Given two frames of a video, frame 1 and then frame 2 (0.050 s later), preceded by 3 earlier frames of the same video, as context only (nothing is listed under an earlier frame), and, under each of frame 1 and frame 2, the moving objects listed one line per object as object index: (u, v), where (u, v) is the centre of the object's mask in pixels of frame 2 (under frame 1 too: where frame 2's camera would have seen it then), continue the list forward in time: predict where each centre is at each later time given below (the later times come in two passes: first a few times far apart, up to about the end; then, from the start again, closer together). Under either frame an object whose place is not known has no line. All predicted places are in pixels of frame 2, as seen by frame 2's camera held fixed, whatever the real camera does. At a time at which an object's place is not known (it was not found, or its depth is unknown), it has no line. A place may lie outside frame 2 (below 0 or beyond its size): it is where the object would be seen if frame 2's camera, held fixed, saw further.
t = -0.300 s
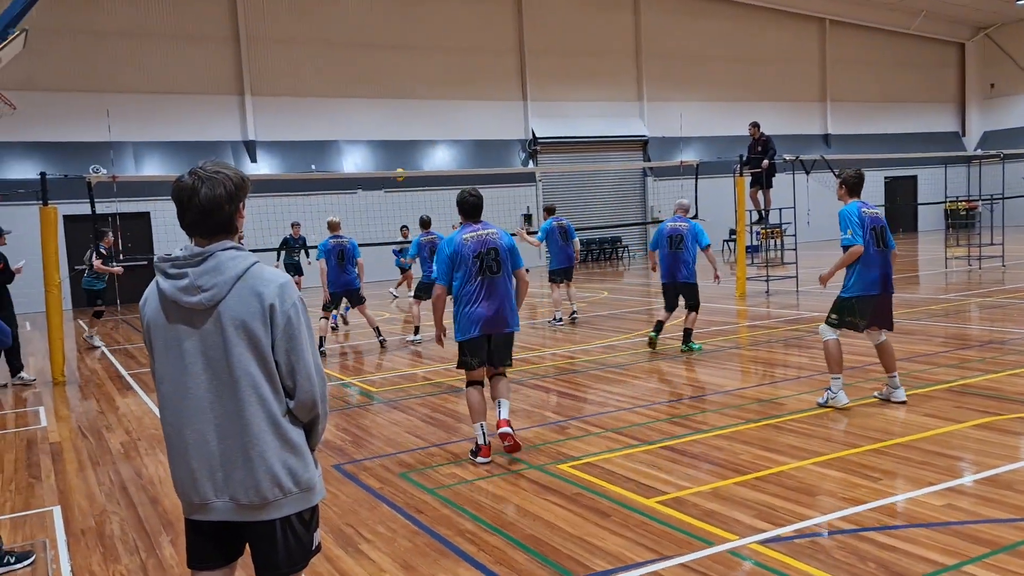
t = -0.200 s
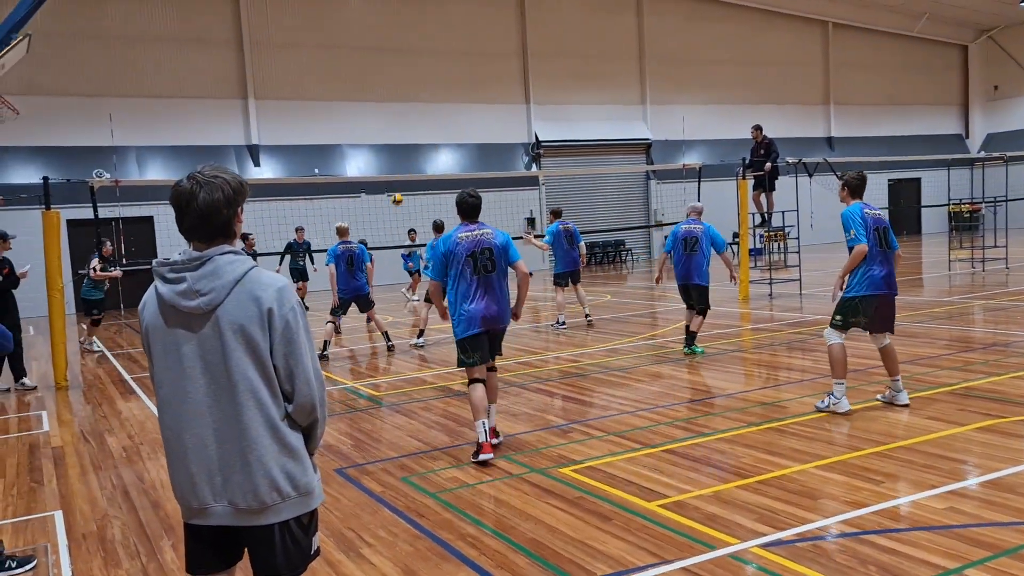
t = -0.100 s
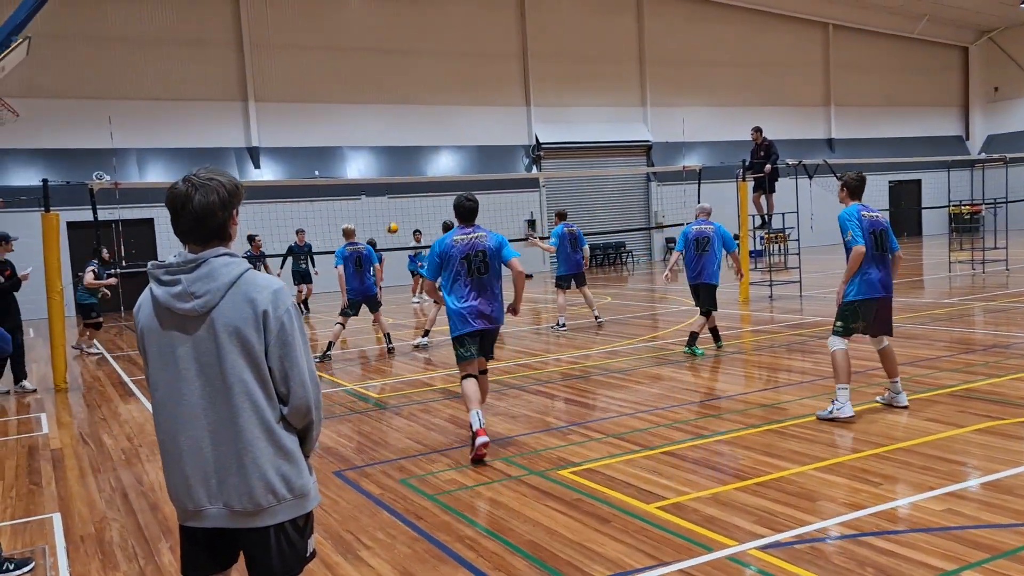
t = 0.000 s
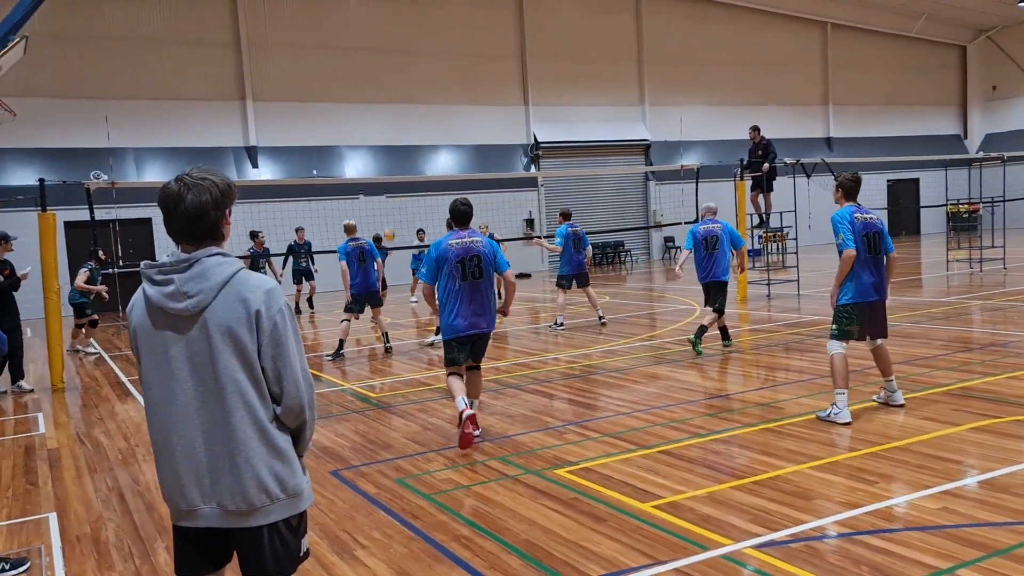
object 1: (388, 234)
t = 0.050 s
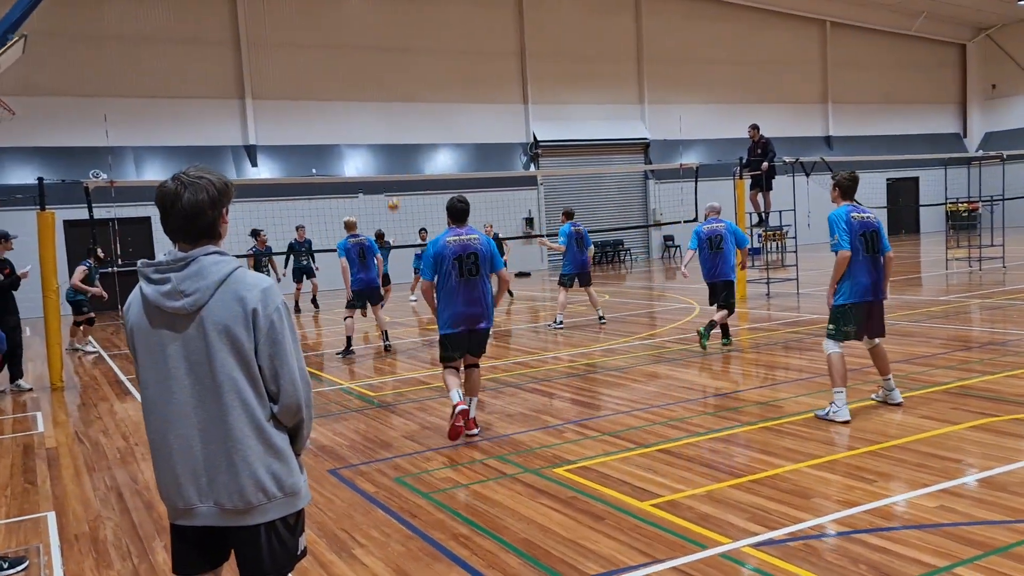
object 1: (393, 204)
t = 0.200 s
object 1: (407, 125)
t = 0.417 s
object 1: (429, 34)
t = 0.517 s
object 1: (439, 0)
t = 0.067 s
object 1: (395, 194)
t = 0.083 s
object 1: (396, 186)
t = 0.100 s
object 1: (398, 176)
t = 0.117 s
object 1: (399, 168)
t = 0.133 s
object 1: (401, 158)
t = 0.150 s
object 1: (402, 150)
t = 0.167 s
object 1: (404, 143)
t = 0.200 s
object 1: (407, 125)
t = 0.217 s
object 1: (408, 118)
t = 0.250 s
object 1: (412, 102)
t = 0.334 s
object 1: (420, 65)
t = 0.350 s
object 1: (422, 59)
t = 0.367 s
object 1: (423, 53)
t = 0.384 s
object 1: (425, 46)
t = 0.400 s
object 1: (427, 40)
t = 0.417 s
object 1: (429, 34)
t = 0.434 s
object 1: (430, 28)
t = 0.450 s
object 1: (432, 22)
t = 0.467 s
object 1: (434, 17)
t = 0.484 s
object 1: (436, 11)
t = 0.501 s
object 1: (437, 7)
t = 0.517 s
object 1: (439, 0)
